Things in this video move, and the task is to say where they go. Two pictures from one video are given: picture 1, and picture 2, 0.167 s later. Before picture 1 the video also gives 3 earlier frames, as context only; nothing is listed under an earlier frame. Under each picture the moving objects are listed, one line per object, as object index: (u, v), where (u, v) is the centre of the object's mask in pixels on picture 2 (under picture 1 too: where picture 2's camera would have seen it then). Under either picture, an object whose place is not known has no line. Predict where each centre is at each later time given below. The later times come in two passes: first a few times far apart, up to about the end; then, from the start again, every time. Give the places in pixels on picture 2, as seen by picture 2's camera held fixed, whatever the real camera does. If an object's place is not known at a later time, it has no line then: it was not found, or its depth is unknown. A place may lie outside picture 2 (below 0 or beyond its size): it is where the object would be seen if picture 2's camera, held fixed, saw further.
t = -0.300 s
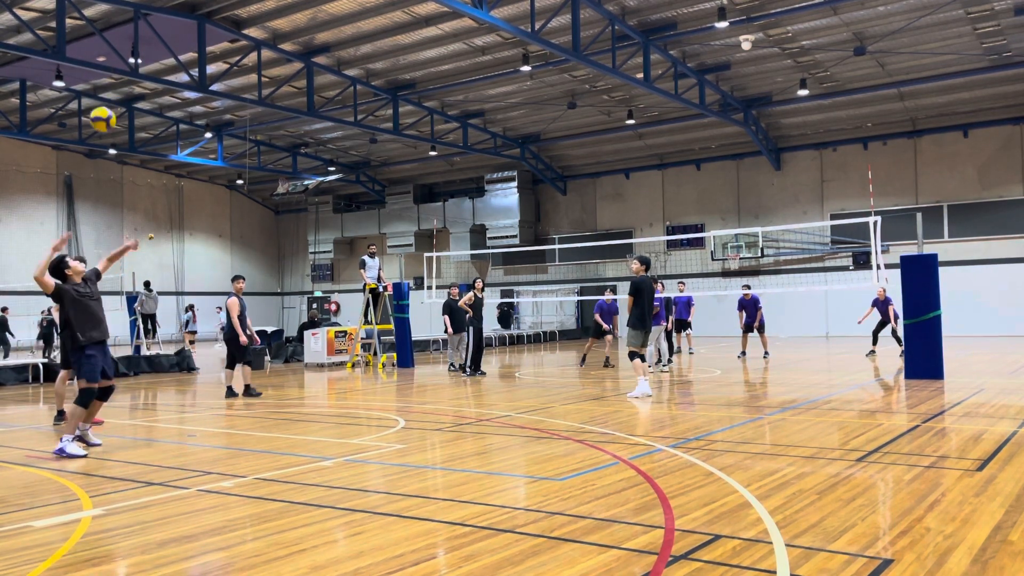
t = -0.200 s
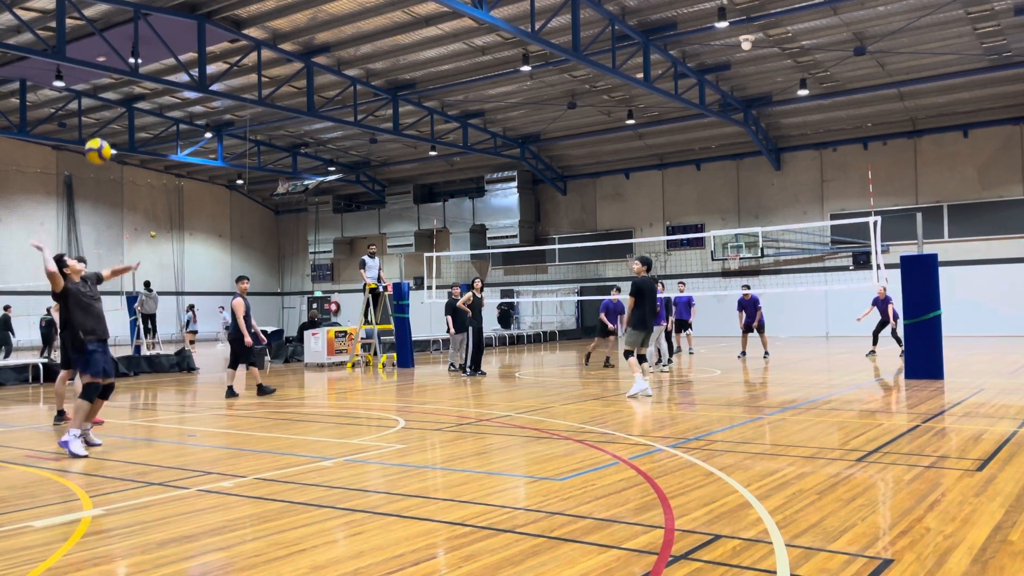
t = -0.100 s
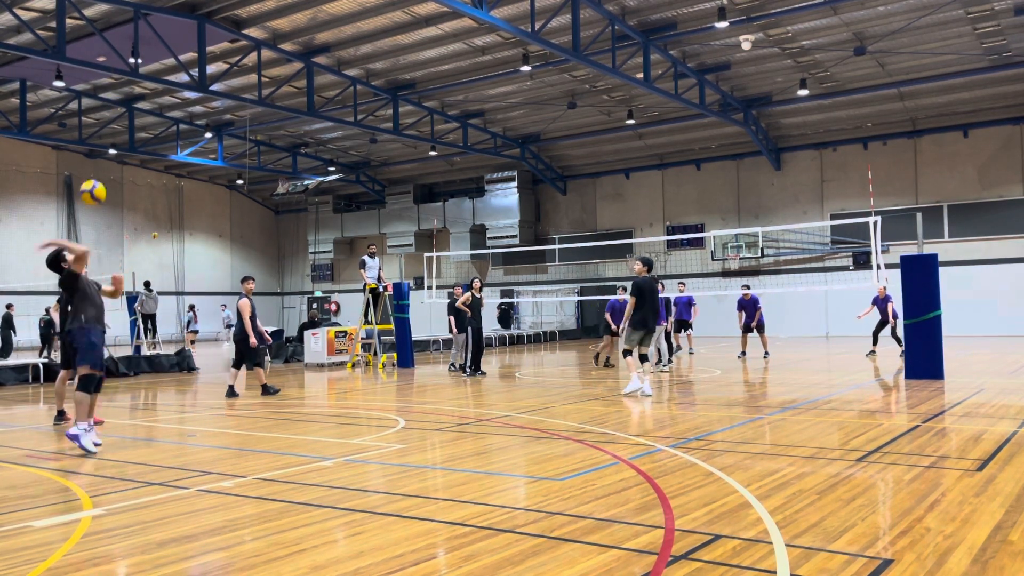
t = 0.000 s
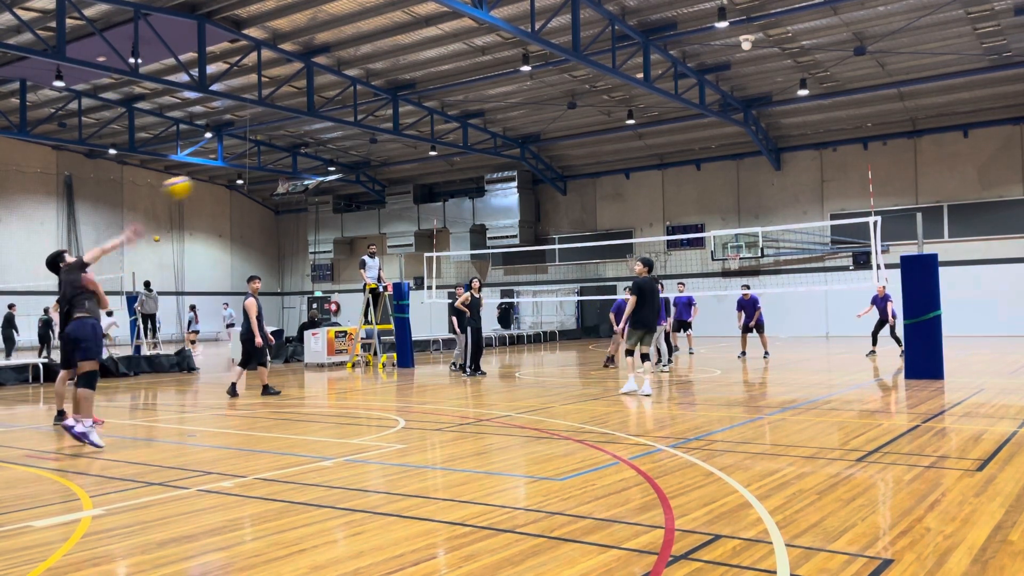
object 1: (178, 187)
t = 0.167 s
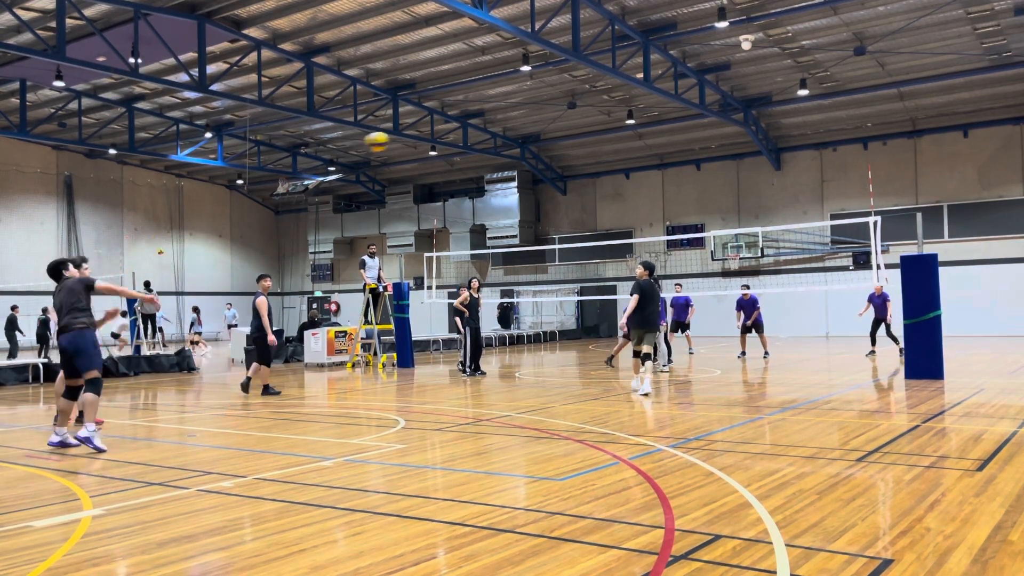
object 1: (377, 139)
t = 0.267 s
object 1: (467, 131)
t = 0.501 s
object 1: (624, 141)
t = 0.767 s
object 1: (752, 189)
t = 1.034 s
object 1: (844, 263)
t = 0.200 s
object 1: (410, 136)
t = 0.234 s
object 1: (439, 132)
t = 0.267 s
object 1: (467, 131)
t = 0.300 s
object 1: (494, 131)
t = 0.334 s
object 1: (517, 132)
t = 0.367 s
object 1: (540, 132)
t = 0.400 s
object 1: (563, 133)
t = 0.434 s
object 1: (584, 136)
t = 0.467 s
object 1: (605, 138)
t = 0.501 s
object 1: (624, 141)
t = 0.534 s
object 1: (643, 145)
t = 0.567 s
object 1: (660, 150)
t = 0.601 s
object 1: (677, 154)
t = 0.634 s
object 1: (694, 160)
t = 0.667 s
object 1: (709, 167)
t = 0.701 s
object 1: (724, 173)
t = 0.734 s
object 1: (738, 181)
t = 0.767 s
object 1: (752, 189)
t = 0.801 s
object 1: (765, 197)
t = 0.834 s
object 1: (777, 205)
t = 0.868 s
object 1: (789, 214)
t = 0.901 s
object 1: (800, 220)
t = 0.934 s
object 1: (813, 233)
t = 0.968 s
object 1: (823, 242)
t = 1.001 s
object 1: (834, 252)
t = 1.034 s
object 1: (844, 263)
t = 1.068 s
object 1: (854, 273)
